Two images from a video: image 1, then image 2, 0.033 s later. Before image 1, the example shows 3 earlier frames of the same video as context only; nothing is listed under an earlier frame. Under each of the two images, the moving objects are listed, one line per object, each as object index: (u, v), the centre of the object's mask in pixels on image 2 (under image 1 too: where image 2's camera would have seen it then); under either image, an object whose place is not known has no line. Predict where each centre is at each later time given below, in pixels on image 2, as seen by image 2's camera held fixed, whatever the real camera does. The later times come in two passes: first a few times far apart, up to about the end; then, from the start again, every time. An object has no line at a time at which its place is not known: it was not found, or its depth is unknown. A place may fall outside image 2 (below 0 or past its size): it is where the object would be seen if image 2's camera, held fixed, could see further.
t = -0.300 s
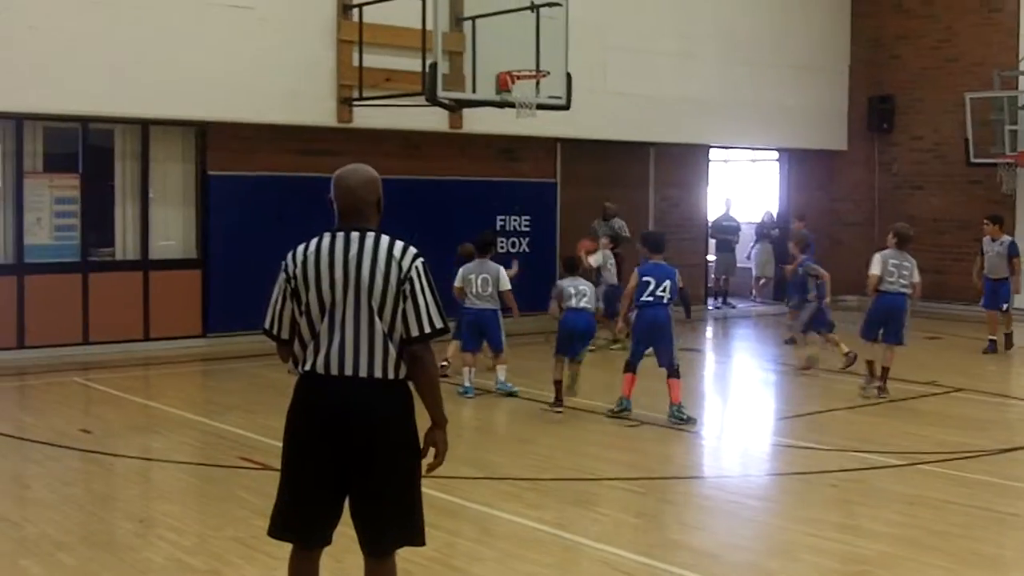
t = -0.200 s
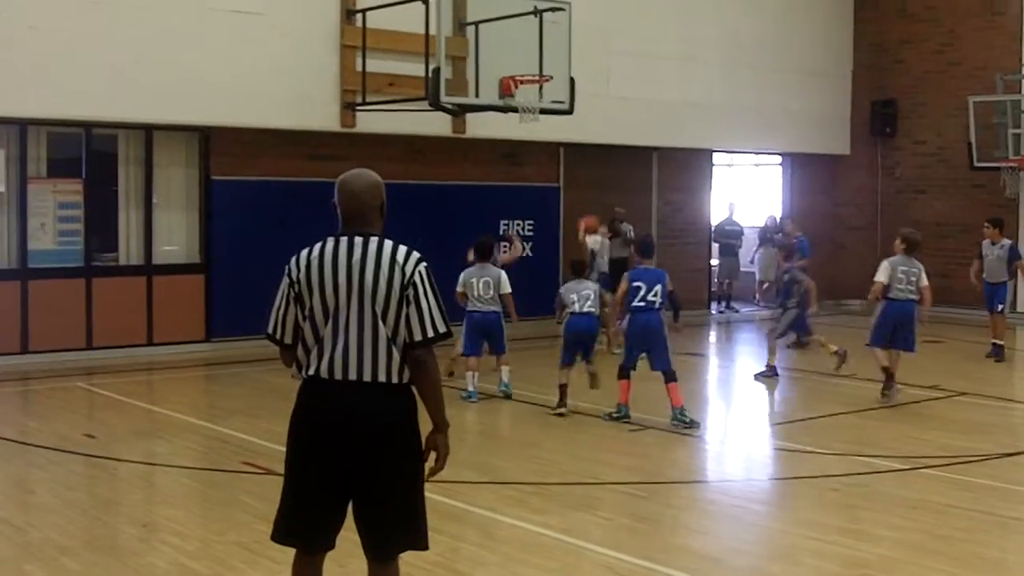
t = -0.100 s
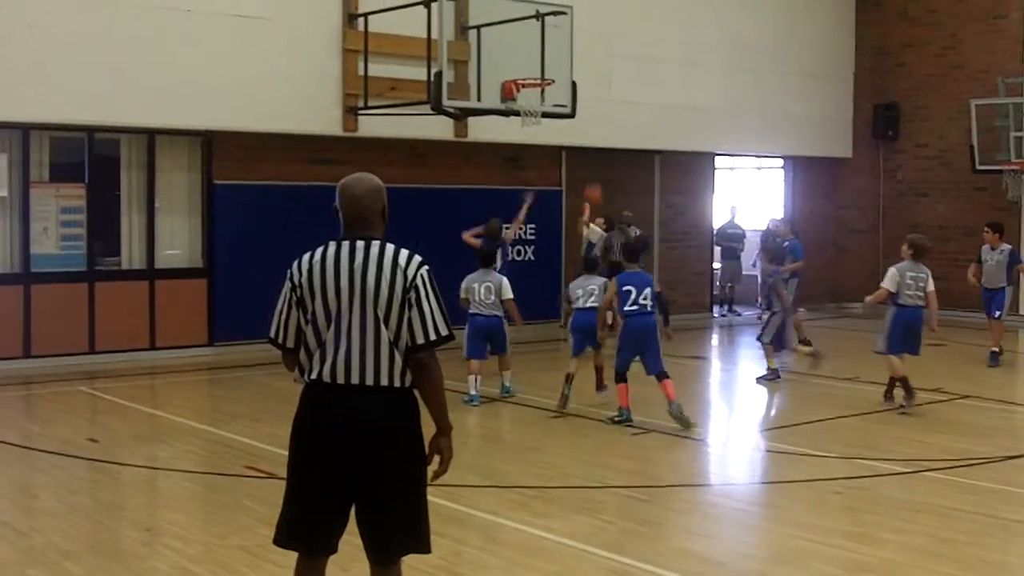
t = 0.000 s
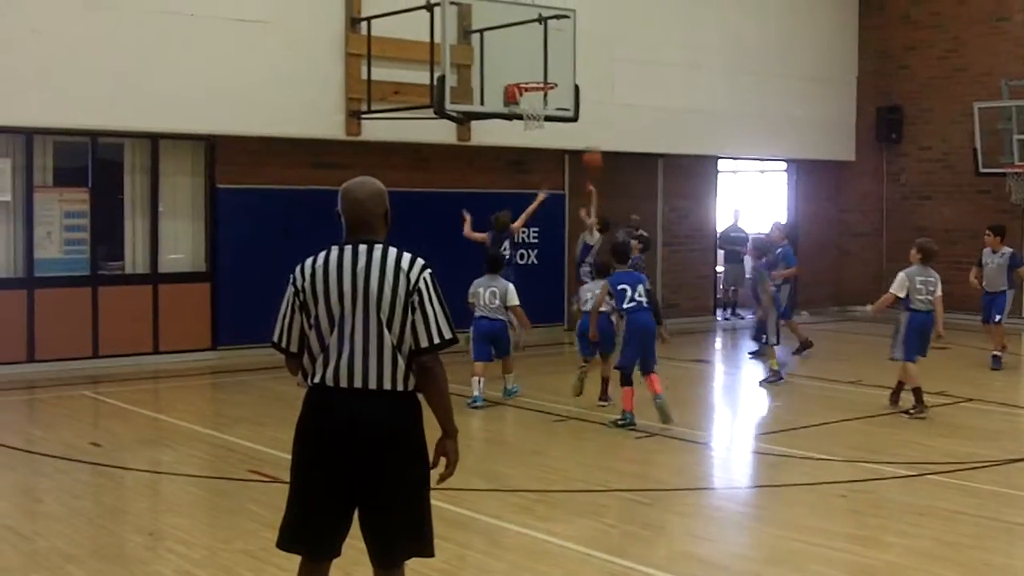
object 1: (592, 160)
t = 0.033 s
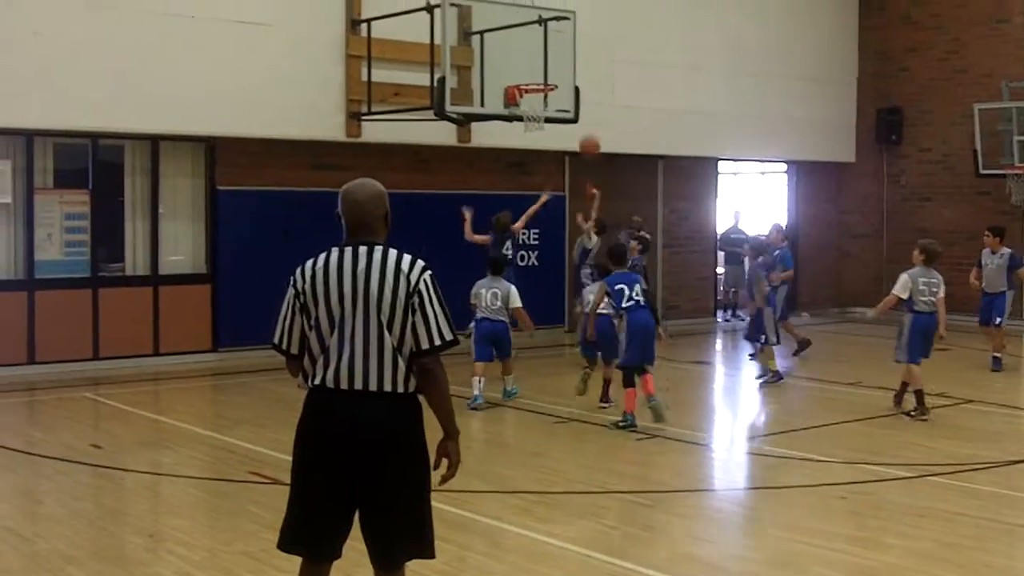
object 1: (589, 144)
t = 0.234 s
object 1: (574, 83)
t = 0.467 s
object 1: (556, 54)
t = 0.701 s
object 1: (537, 73)
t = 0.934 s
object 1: (533, 62)
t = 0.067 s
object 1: (587, 133)
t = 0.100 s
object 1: (585, 123)
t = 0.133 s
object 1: (583, 110)
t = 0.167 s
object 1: (580, 101)
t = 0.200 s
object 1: (577, 92)
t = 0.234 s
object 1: (574, 83)
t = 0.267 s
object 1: (572, 77)
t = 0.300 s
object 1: (569, 71)
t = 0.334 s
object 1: (566, 66)
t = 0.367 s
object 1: (564, 61)
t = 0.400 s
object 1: (560, 58)
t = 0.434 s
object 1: (558, 56)
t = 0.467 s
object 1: (556, 54)
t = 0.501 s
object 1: (553, 55)
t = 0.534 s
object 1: (550, 55)
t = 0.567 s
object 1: (548, 56)
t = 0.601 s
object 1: (545, 59)
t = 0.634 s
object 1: (542, 63)
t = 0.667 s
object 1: (539, 68)
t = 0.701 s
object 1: (537, 73)
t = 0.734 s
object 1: (535, 75)
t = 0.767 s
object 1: (535, 72)
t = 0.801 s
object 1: (534, 67)
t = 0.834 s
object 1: (534, 64)
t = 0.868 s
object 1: (534, 62)
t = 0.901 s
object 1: (533, 62)
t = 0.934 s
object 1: (533, 62)
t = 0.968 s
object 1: (532, 62)
